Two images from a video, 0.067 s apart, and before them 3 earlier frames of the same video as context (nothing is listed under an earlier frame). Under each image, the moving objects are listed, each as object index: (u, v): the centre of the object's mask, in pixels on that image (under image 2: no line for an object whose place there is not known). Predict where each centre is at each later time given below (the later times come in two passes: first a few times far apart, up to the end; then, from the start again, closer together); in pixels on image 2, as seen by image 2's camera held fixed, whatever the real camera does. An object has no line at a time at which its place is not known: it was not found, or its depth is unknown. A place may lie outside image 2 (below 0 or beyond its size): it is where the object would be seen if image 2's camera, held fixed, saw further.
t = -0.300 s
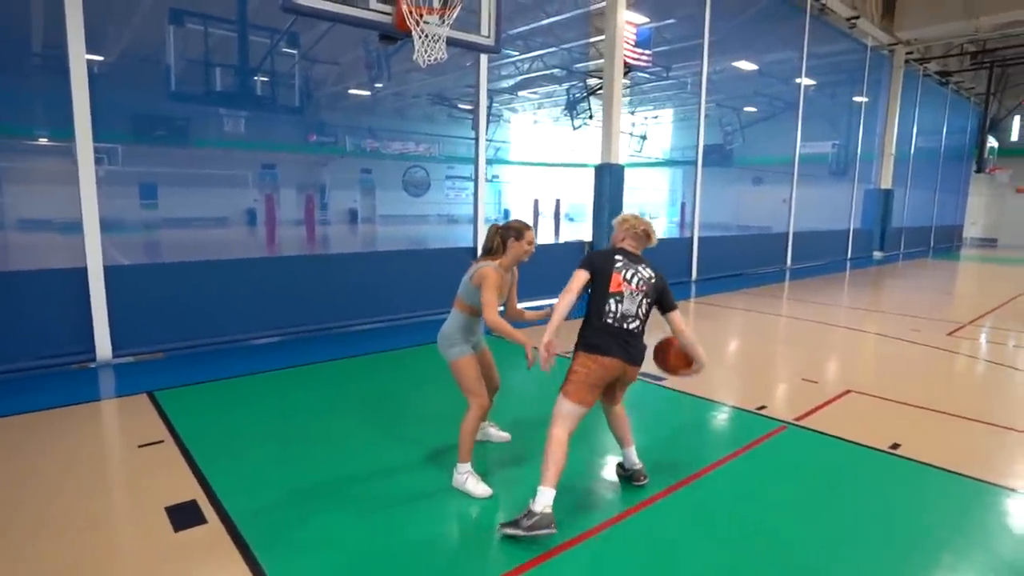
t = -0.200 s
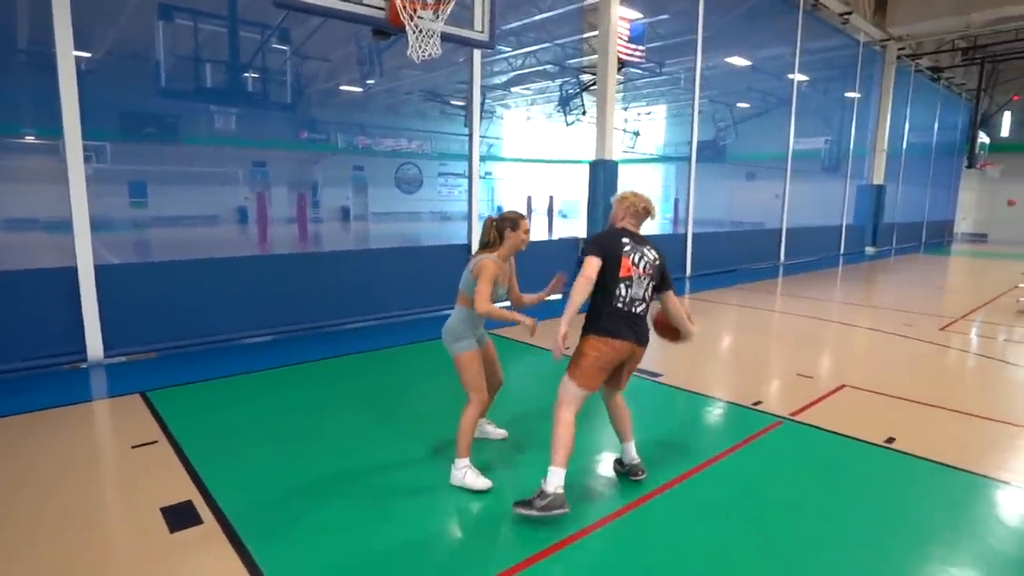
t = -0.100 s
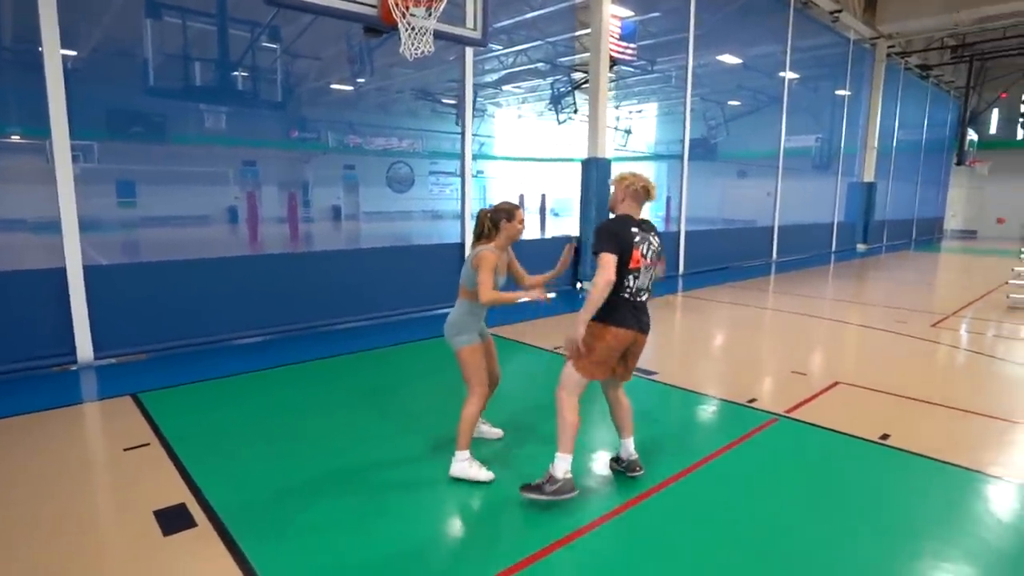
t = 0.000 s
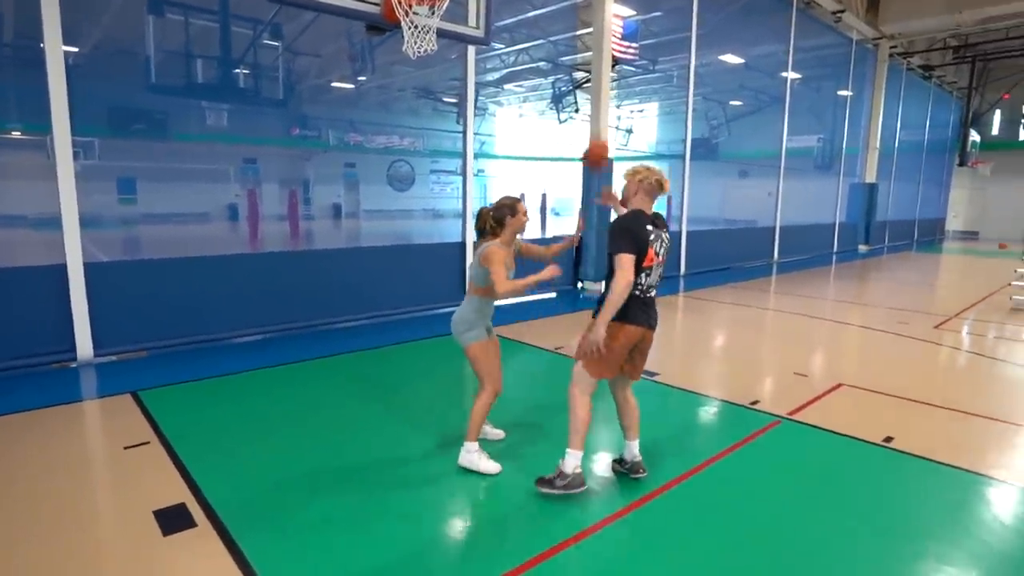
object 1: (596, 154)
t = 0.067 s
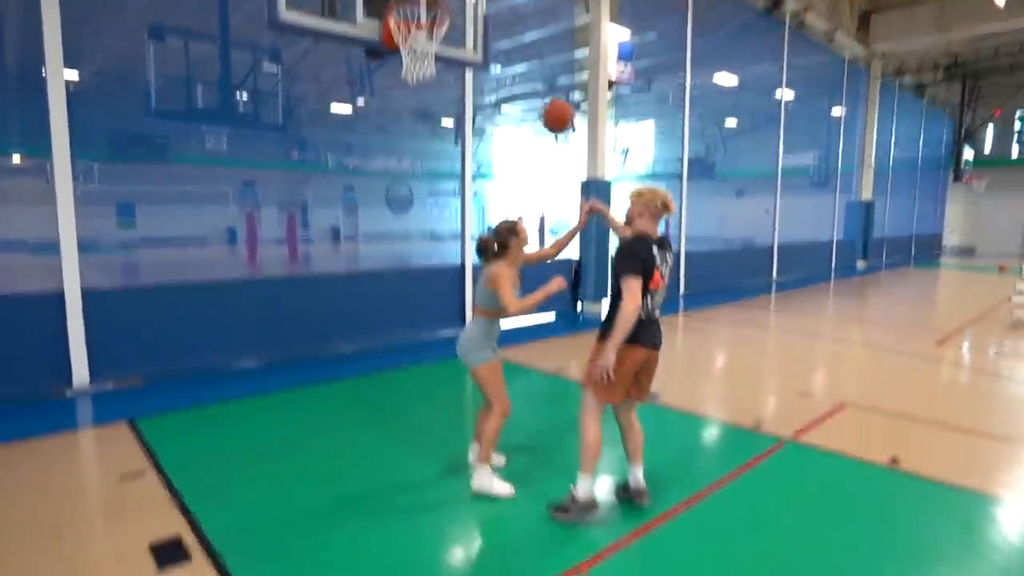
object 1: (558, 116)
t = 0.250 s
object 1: (471, 5)
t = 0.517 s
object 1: (472, -105)
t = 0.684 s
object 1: (497, -140)
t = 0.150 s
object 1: (516, 57)
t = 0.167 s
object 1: (508, 47)
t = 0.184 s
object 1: (501, 38)
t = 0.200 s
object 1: (492, 29)
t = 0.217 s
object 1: (486, 20)
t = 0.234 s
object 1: (478, 12)
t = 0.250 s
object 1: (471, 5)
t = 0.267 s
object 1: (463, -2)
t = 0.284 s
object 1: (456, -8)
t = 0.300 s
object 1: (449, -15)
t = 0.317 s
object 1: (448, -21)
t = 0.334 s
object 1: (450, -29)
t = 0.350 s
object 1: (451, -37)
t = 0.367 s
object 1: (453, -44)
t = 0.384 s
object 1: (456, -51)
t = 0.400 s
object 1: (457, -58)
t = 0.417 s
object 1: (459, -66)
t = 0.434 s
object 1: (461, -73)
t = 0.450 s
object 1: (464, -80)
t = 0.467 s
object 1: (466, -86)
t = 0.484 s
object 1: (468, -92)
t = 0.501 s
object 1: (470, -100)
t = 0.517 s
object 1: (472, -105)
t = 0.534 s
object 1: (475, -111)
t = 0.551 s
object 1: (477, -117)
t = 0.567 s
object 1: (480, -122)
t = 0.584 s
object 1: (482, -127)
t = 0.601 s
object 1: (485, -132)
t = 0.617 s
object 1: (488, -135)
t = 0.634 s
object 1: (490, -137)
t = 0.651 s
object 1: (493, -139)
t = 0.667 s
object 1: (496, -139)
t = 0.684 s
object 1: (497, -140)
